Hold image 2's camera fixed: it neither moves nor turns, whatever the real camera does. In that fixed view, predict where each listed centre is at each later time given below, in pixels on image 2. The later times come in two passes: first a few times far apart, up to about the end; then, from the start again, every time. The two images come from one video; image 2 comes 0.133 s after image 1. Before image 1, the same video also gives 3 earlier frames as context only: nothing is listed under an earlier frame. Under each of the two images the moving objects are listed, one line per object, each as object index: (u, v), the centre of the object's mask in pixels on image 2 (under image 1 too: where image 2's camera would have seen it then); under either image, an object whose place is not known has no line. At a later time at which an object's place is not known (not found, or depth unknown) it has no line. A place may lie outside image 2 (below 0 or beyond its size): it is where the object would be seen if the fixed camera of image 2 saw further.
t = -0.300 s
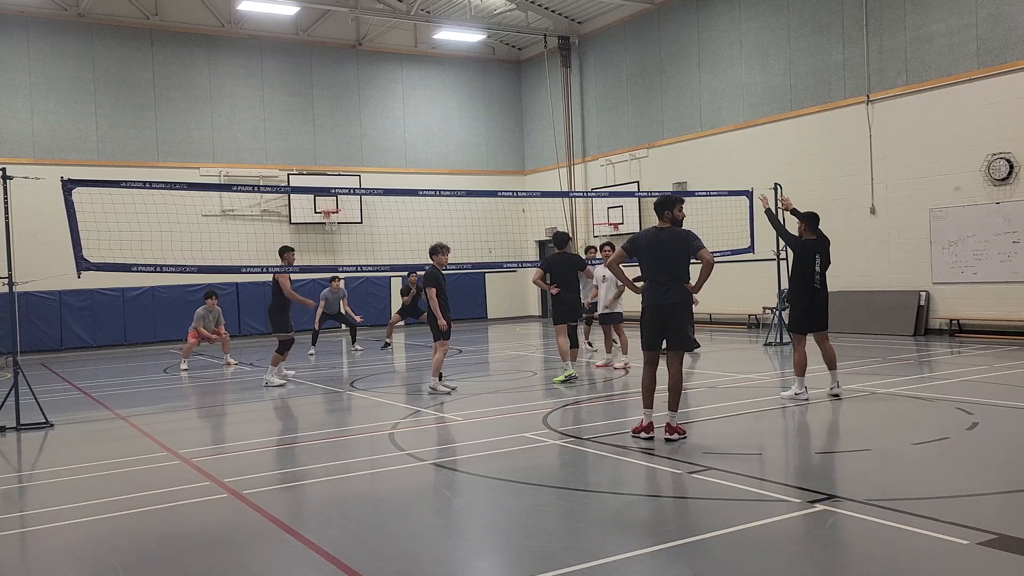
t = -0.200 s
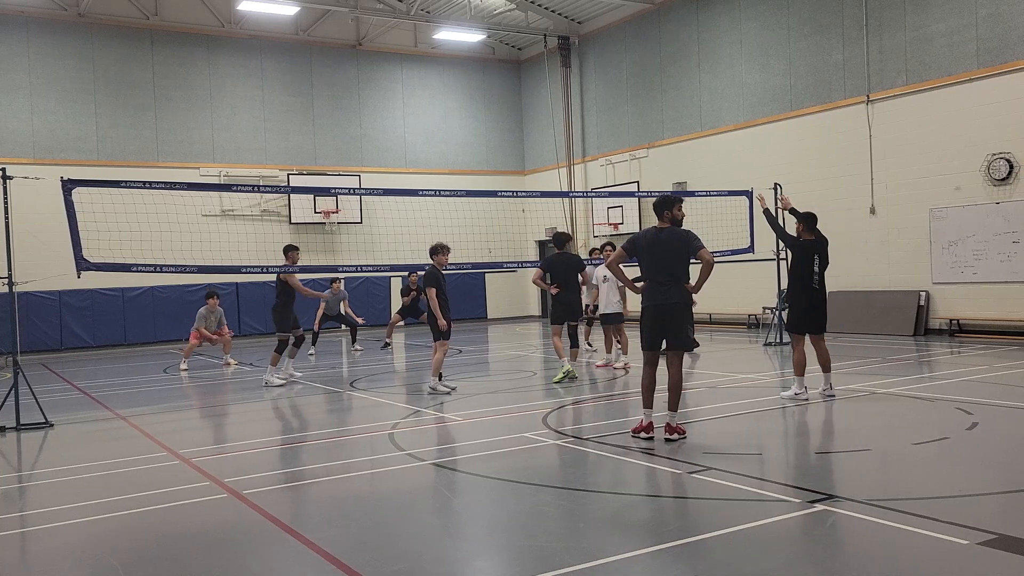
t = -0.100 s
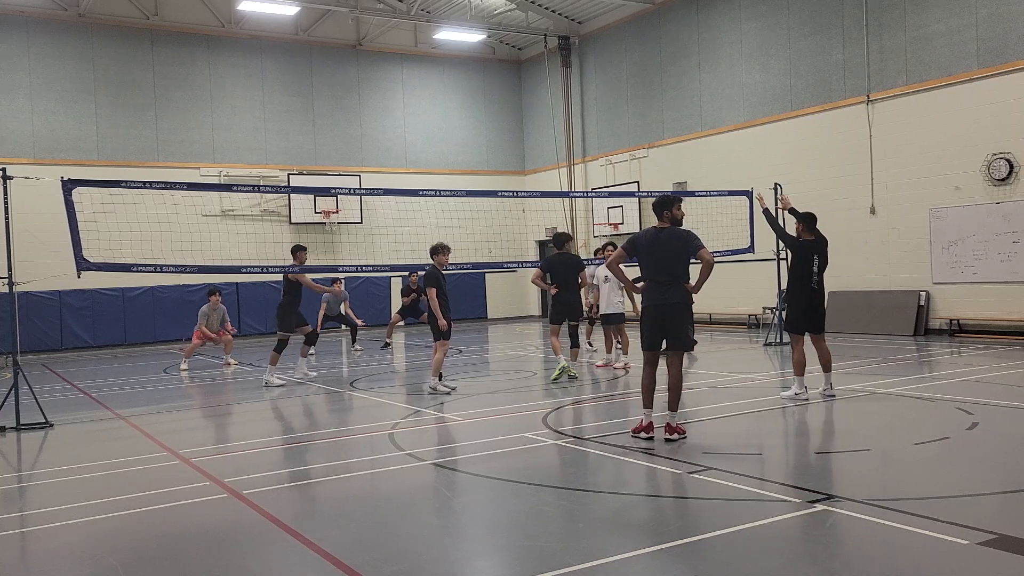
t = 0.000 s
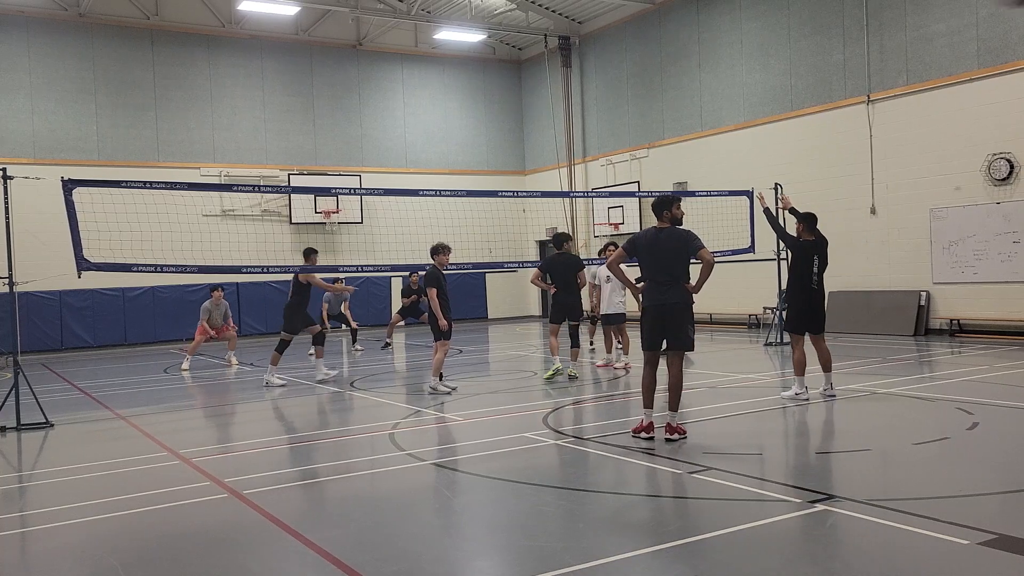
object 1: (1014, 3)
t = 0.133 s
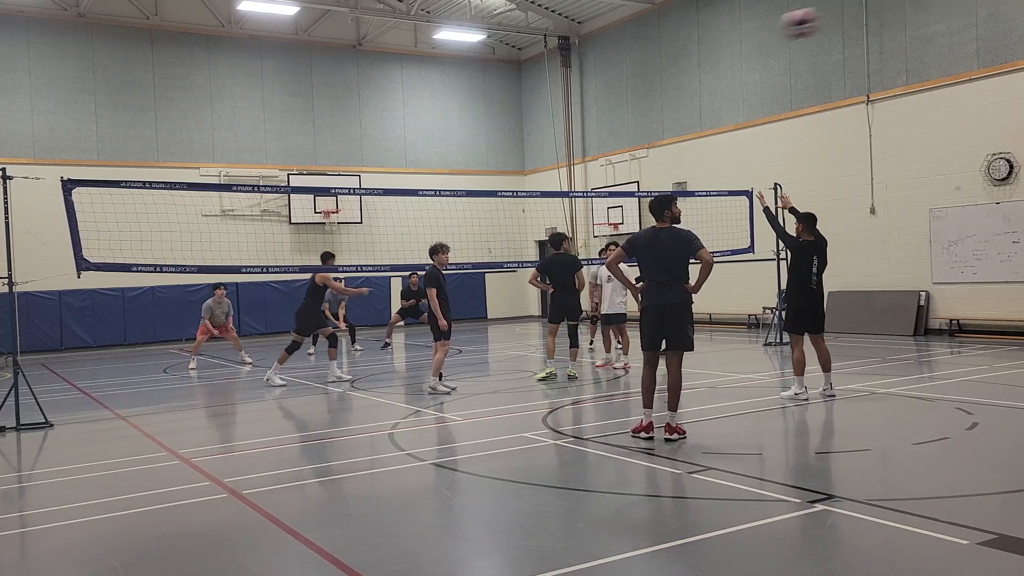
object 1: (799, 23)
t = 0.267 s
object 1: (649, 66)
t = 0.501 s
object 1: (479, 157)
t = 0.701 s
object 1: (386, 240)
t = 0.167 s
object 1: (758, 33)
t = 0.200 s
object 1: (717, 44)
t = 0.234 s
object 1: (681, 55)
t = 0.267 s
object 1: (649, 66)
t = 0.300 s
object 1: (619, 77)
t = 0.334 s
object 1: (592, 90)
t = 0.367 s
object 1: (566, 103)
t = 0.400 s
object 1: (541, 116)
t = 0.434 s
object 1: (518, 128)
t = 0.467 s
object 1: (499, 142)
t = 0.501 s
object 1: (479, 157)
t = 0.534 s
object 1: (461, 170)
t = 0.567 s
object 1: (443, 184)
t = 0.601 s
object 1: (427, 197)
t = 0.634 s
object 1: (413, 212)
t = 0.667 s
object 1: (399, 227)
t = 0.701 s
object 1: (386, 240)
